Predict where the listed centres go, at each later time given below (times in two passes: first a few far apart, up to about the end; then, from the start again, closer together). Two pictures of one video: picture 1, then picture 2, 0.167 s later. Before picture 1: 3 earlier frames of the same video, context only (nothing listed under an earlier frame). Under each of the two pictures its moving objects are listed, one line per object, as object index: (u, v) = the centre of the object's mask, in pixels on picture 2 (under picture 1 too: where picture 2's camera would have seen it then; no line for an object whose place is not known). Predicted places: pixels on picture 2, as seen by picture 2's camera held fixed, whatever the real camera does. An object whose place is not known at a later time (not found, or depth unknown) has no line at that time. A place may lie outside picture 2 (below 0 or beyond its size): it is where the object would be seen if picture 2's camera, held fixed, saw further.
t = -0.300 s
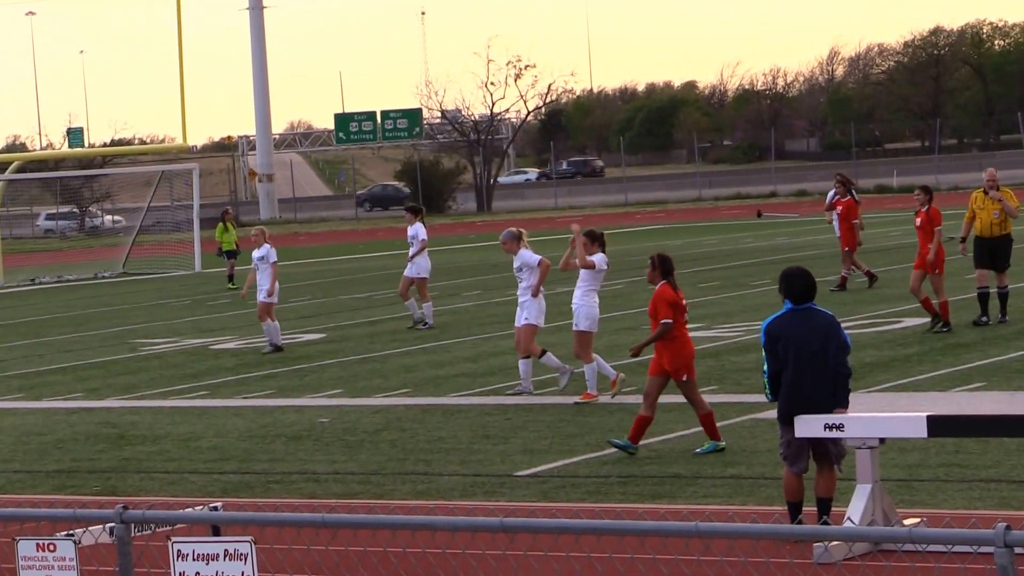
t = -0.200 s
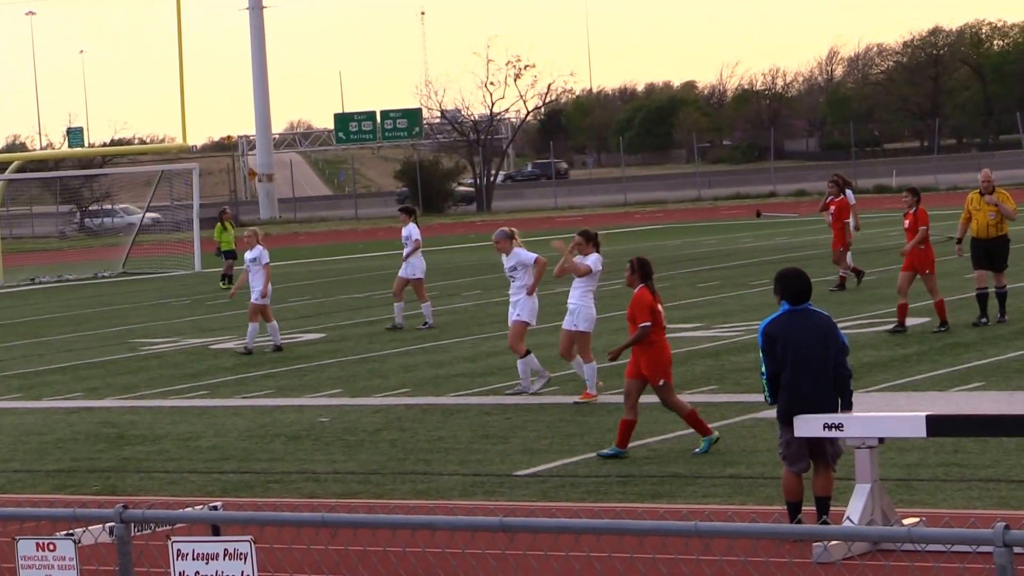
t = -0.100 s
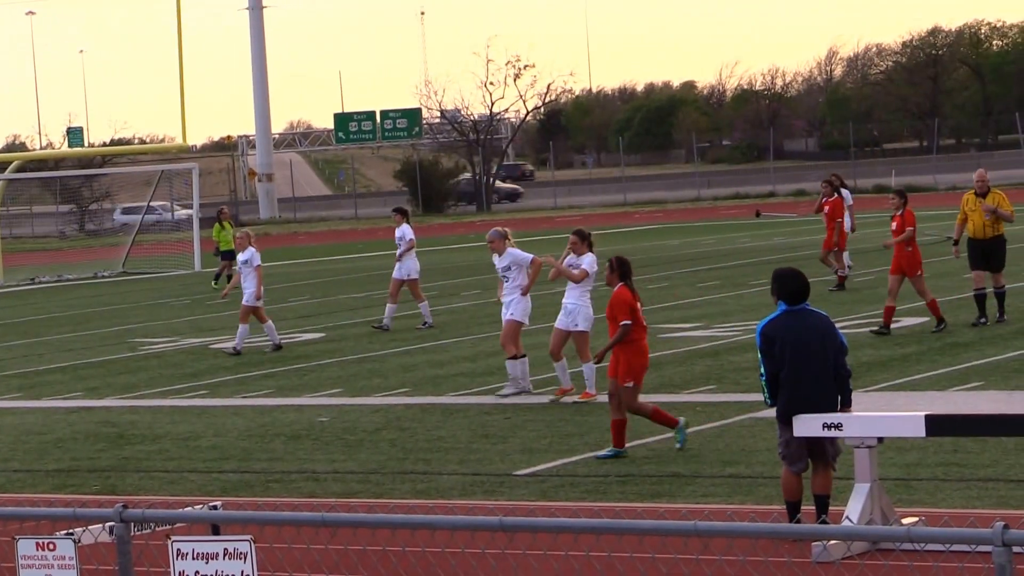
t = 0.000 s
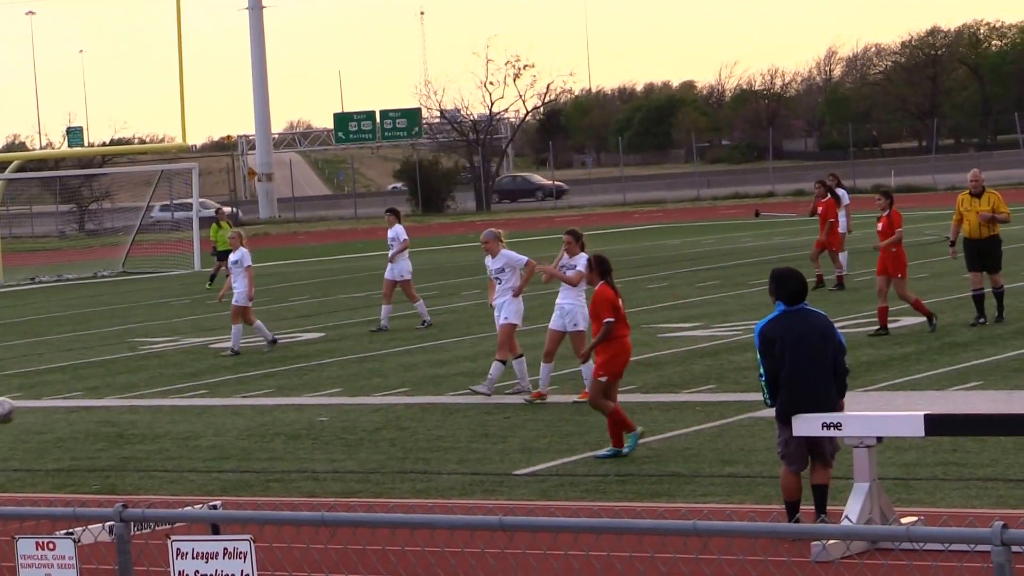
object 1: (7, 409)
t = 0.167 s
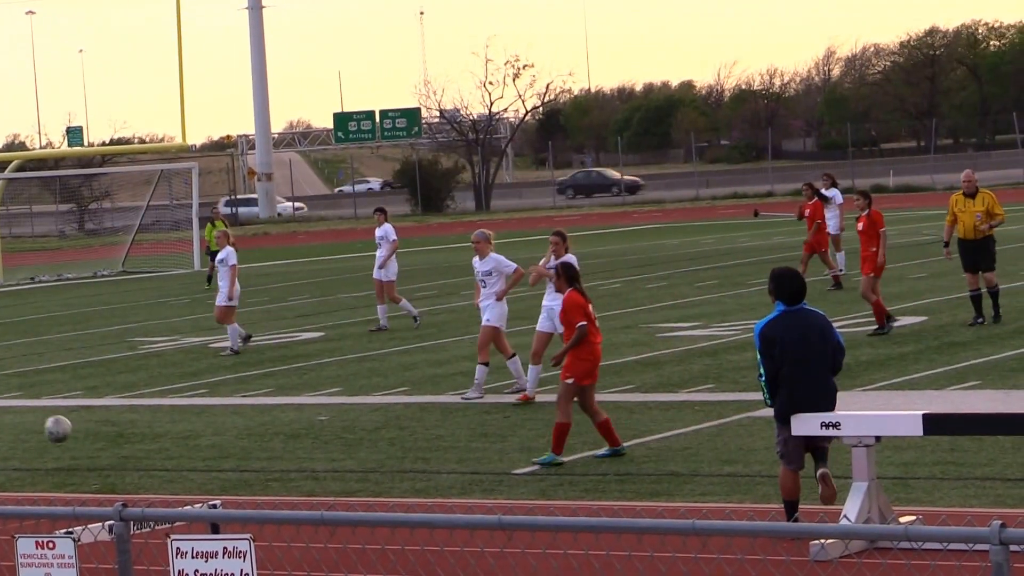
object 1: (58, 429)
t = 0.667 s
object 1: (217, 452)
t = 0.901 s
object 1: (291, 444)
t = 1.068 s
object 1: (345, 447)
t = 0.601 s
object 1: (194, 441)
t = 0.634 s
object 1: (205, 446)
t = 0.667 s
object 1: (217, 452)
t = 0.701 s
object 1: (227, 450)
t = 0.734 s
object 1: (237, 445)
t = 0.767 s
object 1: (248, 442)
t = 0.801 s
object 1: (259, 441)
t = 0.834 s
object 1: (269, 441)
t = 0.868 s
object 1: (280, 442)
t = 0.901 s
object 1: (291, 444)
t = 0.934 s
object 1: (302, 447)
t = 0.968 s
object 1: (313, 452)
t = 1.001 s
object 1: (323, 450)
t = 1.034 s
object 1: (335, 448)
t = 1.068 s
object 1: (345, 447)
